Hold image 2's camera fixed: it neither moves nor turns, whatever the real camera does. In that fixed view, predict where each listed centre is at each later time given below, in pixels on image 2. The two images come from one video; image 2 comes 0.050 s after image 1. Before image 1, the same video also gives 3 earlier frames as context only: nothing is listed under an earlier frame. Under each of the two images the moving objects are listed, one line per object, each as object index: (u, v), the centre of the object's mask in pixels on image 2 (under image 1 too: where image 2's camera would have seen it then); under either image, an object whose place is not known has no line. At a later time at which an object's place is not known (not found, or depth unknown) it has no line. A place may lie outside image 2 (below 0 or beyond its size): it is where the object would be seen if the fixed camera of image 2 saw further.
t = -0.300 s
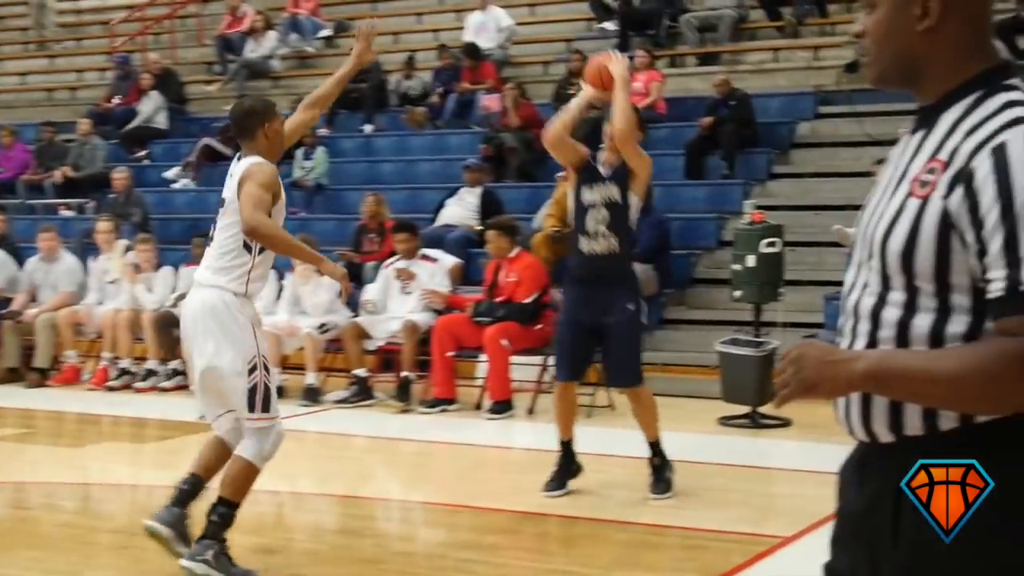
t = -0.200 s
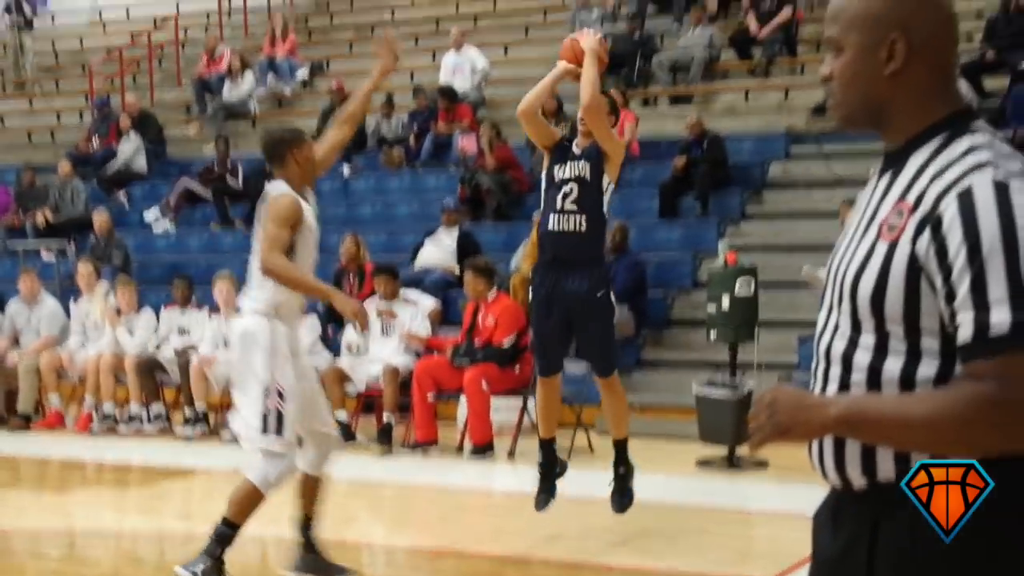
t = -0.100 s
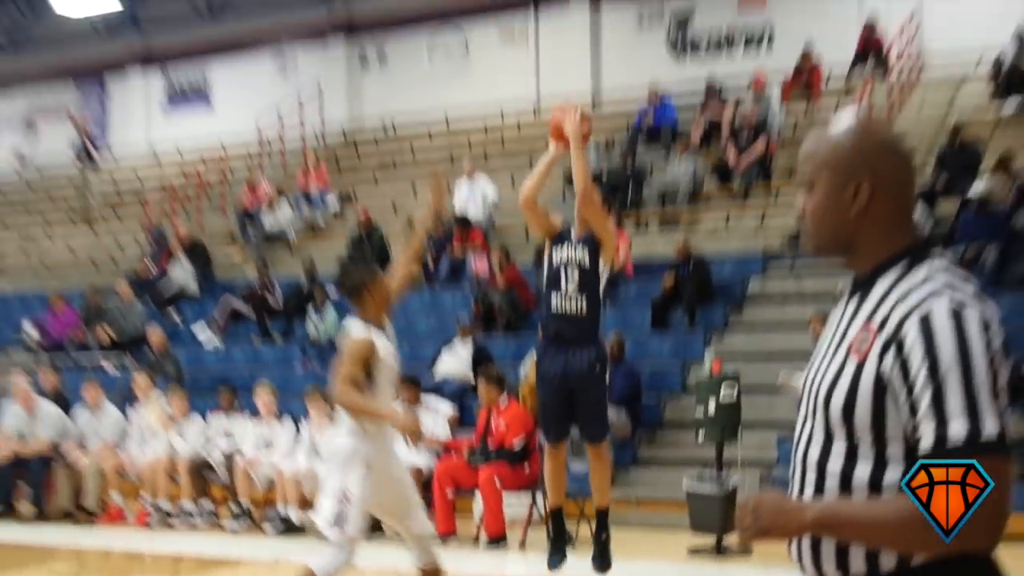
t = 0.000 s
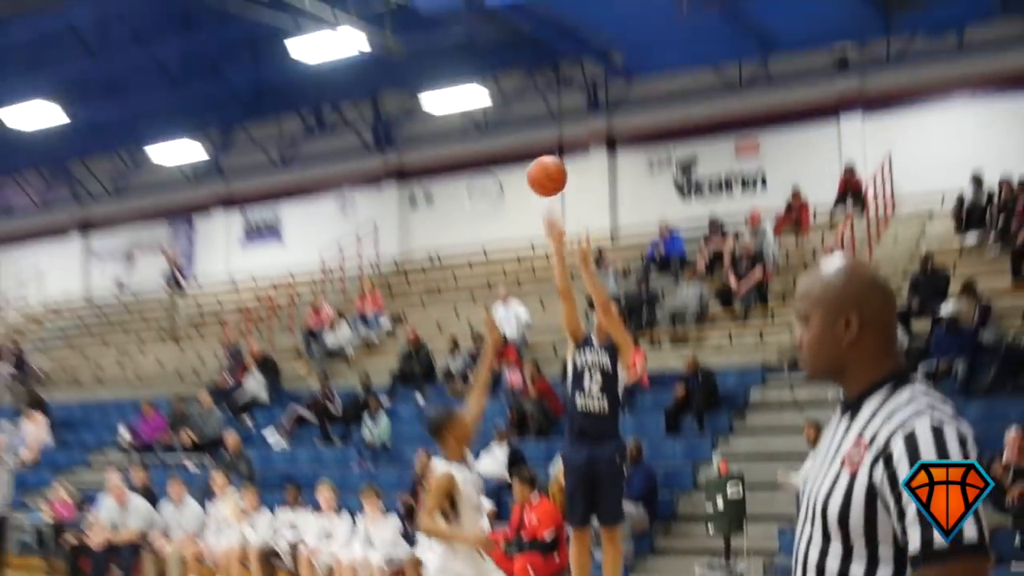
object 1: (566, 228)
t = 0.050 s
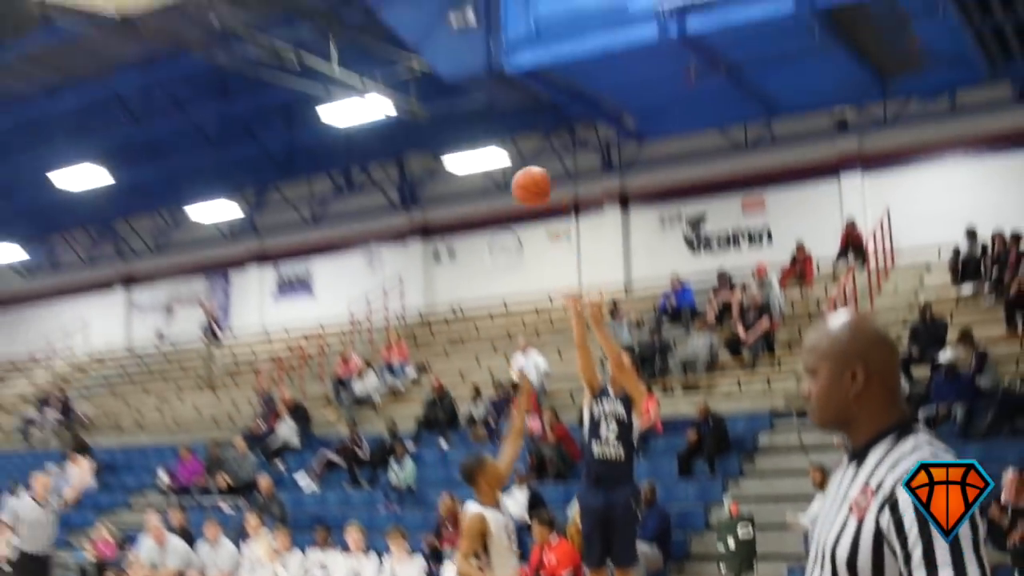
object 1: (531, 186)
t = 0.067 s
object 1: (521, 173)
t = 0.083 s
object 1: (508, 159)
